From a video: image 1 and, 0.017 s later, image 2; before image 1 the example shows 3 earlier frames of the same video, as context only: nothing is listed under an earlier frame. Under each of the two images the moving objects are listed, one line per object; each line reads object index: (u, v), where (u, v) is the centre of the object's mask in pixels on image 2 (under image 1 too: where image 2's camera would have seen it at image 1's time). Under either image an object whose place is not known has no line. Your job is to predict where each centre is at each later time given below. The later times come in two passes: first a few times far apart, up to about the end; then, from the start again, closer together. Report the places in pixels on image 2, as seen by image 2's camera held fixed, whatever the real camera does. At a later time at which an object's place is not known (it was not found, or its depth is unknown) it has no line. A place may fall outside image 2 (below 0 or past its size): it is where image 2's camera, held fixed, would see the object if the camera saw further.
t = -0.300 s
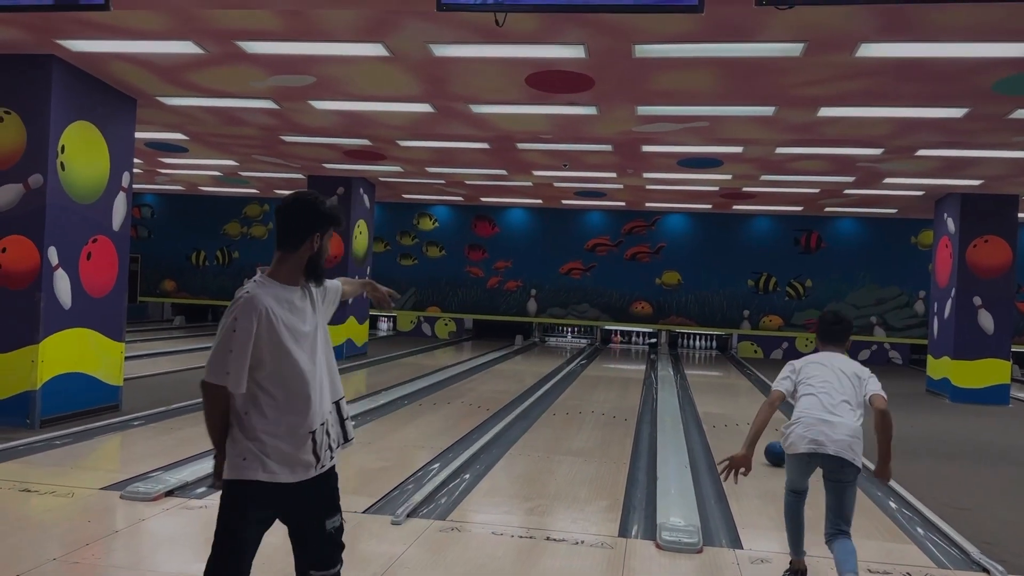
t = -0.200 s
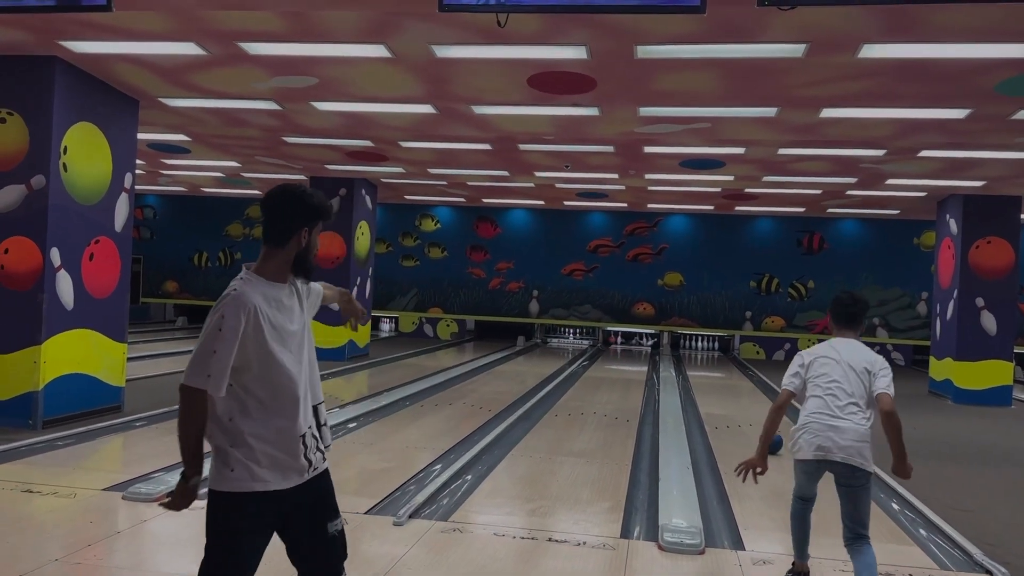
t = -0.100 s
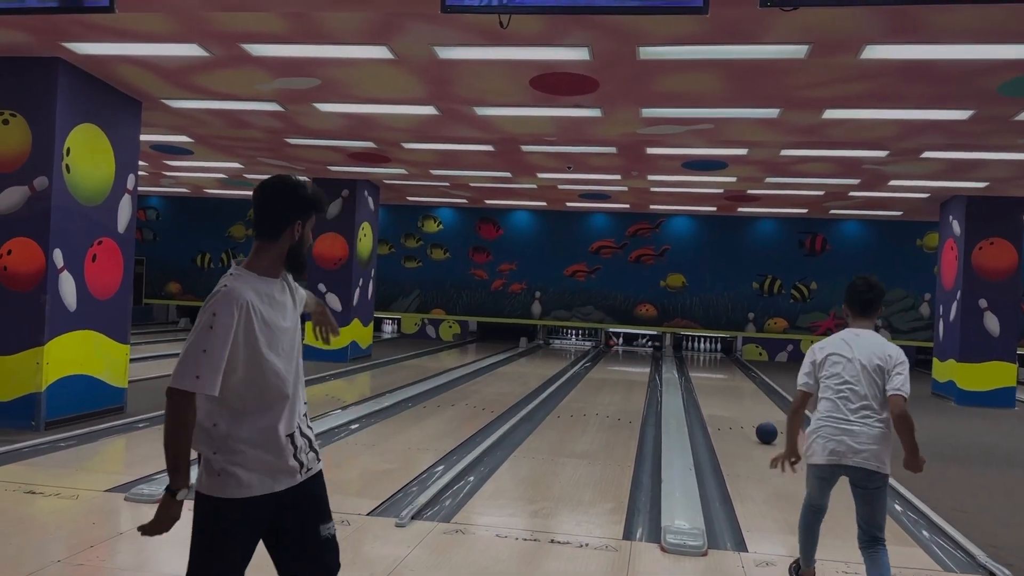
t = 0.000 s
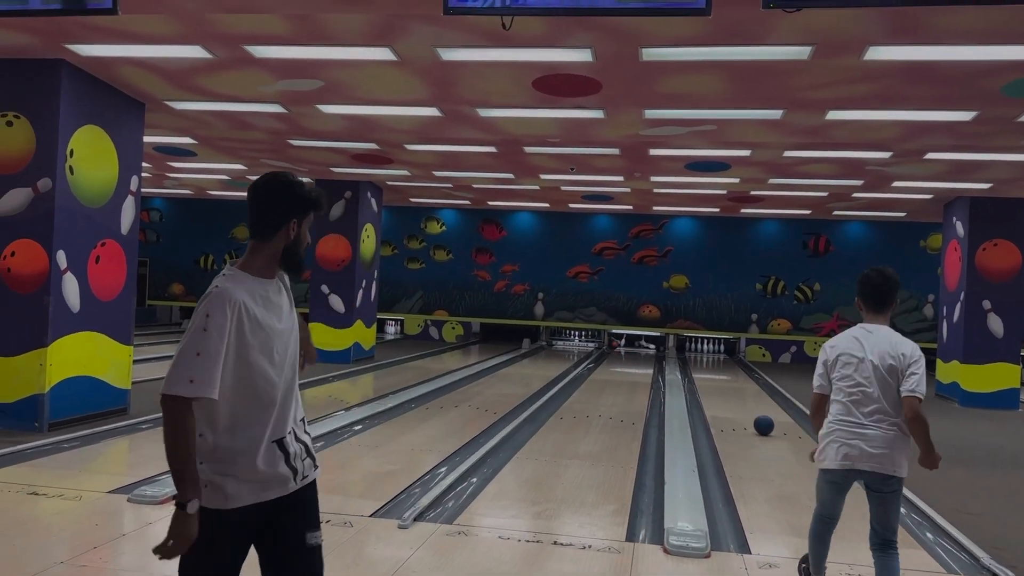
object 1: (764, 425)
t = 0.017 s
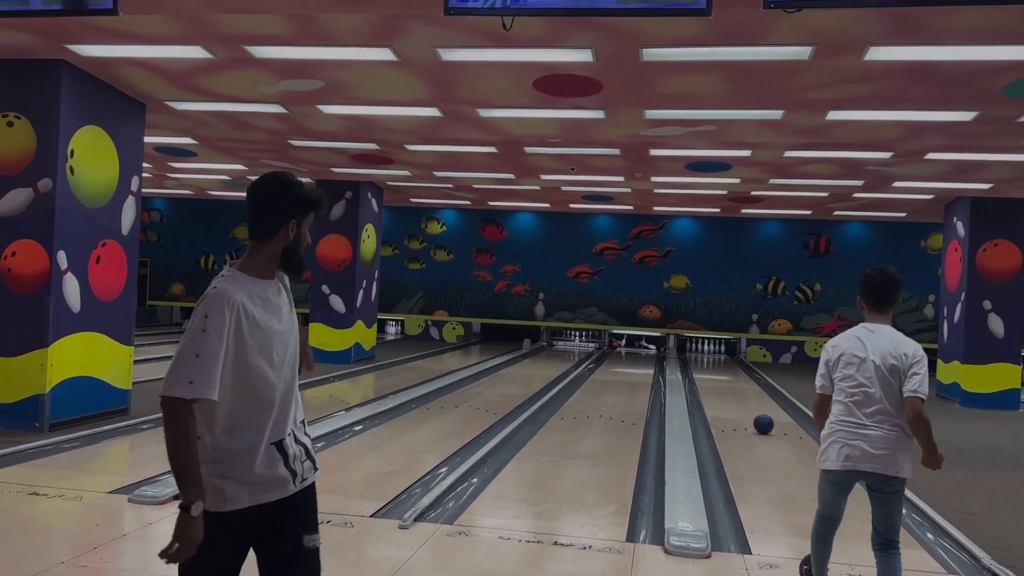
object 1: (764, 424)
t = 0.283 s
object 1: (752, 405)
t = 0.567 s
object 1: (745, 391)
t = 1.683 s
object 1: (734, 362)
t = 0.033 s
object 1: (763, 423)
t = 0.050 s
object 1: (762, 421)
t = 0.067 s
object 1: (761, 420)
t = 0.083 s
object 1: (760, 419)
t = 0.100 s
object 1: (759, 417)
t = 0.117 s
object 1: (759, 416)
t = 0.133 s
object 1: (758, 415)
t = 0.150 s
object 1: (757, 414)
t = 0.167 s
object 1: (756, 413)
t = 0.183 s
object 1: (756, 412)
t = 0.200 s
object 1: (755, 411)
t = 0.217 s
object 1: (754, 410)
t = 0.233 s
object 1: (754, 408)
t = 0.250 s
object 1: (753, 407)
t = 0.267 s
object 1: (753, 406)
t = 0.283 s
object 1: (752, 405)
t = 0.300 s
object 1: (751, 404)
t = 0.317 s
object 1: (751, 403)
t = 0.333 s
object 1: (751, 402)
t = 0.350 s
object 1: (750, 401)
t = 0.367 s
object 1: (750, 400)
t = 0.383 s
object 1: (749, 399)
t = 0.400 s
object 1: (749, 399)
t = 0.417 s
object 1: (748, 398)
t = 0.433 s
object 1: (748, 397)
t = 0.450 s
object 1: (747, 396)
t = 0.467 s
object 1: (747, 395)
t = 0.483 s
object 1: (747, 394)
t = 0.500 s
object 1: (746, 394)
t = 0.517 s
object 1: (746, 393)
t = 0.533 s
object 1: (746, 392)
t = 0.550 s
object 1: (745, 392)
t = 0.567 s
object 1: (745, 391)
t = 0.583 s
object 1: (745, 390)
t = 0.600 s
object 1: (744, 390)
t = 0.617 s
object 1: (744, 389)
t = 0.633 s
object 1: (744, 388)
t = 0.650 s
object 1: (744, 388)
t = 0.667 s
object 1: (744, 387)
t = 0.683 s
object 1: (743, 386)
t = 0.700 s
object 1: (743, 386)
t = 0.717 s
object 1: (743, 385)
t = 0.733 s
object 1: (743, 385)
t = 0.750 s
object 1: (743, 384)
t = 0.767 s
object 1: (743, 384)
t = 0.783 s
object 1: (743, 383)
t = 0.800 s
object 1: (743, 383)
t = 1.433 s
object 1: (736, 367)
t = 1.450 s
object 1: (736, 366)
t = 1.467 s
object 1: (736, 366)
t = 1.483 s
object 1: (736, 365)
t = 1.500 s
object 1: (736, 365)
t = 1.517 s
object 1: (736, 364)
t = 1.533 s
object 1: (736, 364)
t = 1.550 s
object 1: (735, 364)
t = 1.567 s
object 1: (735, 364)
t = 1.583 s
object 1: (735, 363)
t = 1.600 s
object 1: (735, 363)
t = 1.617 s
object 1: (735, 363)
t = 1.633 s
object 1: (734, 362)
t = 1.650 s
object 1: (734, 362)
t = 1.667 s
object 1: (734, 362)
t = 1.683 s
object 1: (734, 362)
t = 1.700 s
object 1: (734, 361)
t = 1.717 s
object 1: (734, 361)
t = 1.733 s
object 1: (734, 361)
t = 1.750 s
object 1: (734, 360)
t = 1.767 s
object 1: (734, 361)
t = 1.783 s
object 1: (734, 360)
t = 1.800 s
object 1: (733, 360)
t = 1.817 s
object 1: (733, 360)
